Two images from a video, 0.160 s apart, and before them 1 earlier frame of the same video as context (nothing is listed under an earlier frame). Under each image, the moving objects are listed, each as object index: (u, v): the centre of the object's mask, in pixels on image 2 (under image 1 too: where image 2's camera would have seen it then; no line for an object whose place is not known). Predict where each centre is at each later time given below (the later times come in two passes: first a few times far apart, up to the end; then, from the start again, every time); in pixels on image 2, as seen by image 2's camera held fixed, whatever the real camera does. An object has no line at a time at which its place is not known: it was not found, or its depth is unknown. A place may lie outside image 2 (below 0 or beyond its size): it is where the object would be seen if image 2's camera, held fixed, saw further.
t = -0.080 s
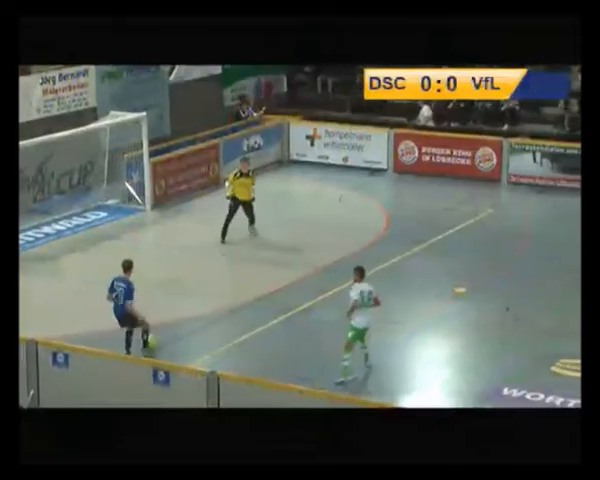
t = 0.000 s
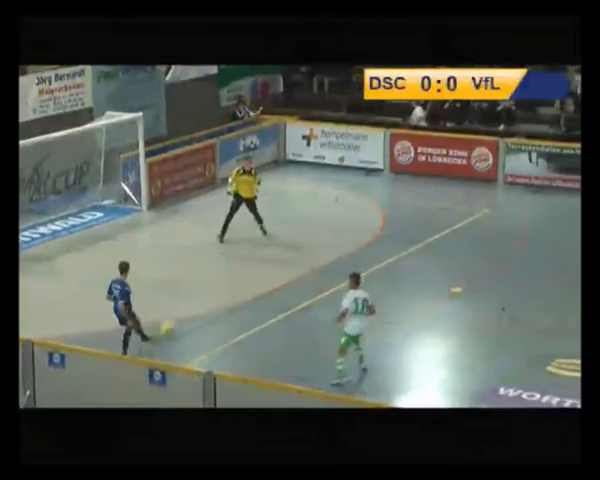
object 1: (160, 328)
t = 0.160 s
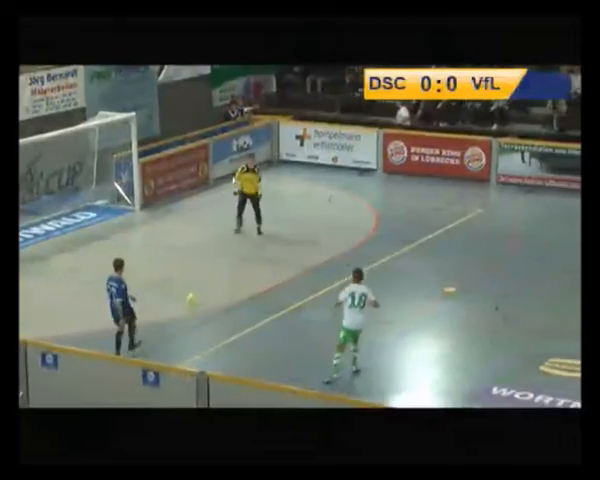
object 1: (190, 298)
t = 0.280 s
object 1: (211, 283)
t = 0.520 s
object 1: (241, 257)
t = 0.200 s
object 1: (199, 295)
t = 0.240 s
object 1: (205, 288)
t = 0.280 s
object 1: (211, 283)
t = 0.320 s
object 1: (217, 279)
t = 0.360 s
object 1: (223, 273)
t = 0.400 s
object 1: (227, 270)
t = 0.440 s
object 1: (232, 265)
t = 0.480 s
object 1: (237, 261)
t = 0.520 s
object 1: (241, 257)
